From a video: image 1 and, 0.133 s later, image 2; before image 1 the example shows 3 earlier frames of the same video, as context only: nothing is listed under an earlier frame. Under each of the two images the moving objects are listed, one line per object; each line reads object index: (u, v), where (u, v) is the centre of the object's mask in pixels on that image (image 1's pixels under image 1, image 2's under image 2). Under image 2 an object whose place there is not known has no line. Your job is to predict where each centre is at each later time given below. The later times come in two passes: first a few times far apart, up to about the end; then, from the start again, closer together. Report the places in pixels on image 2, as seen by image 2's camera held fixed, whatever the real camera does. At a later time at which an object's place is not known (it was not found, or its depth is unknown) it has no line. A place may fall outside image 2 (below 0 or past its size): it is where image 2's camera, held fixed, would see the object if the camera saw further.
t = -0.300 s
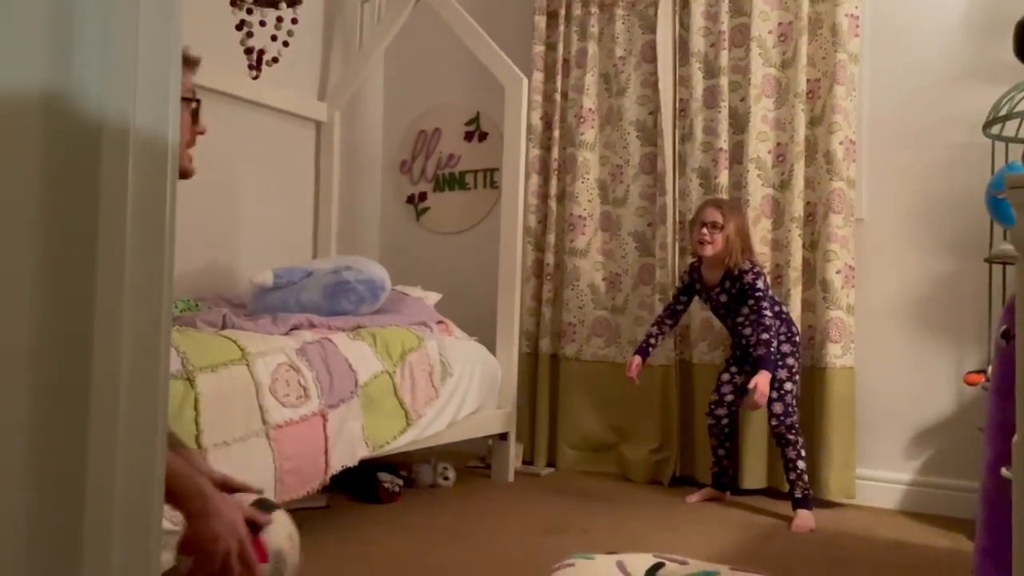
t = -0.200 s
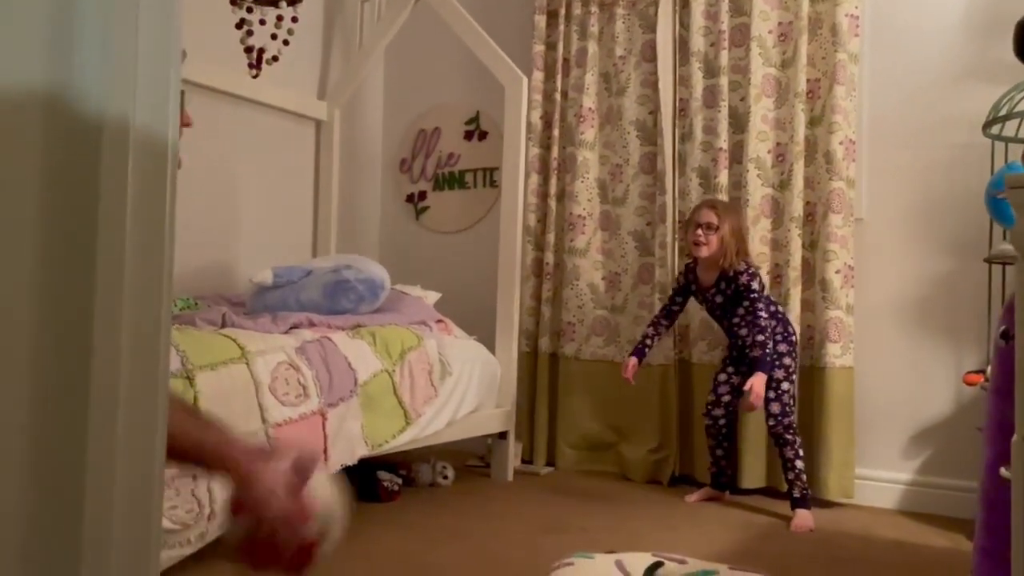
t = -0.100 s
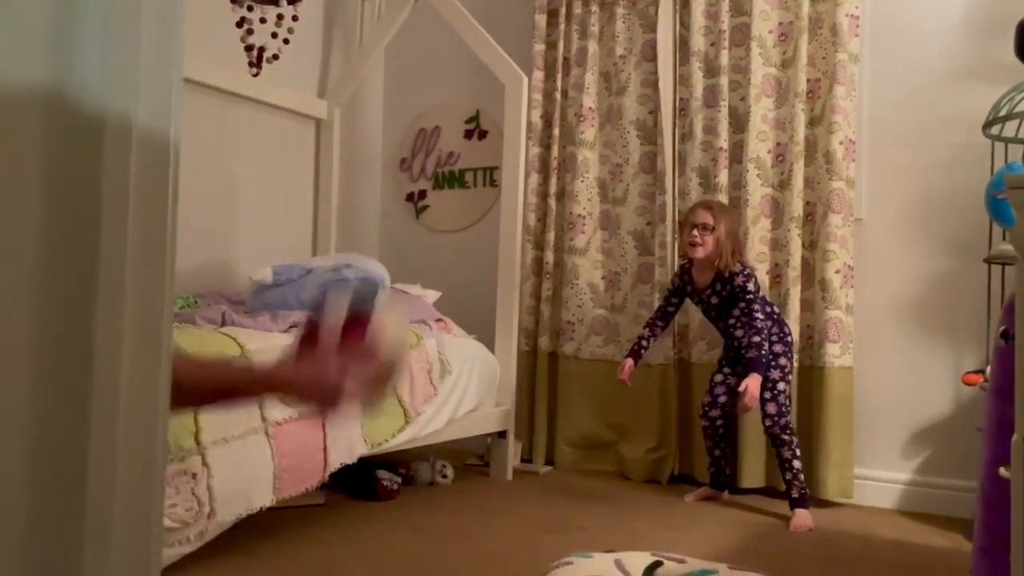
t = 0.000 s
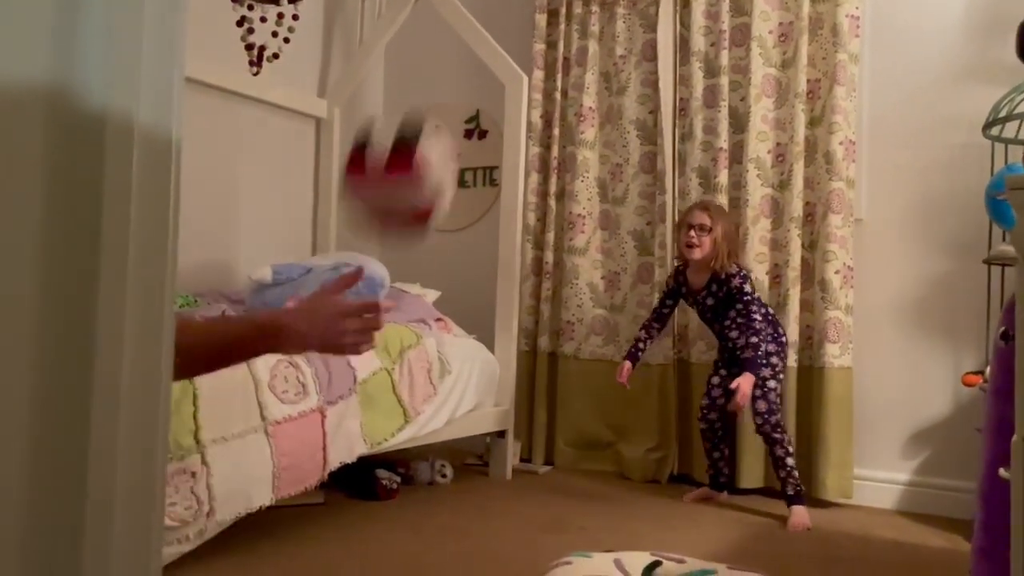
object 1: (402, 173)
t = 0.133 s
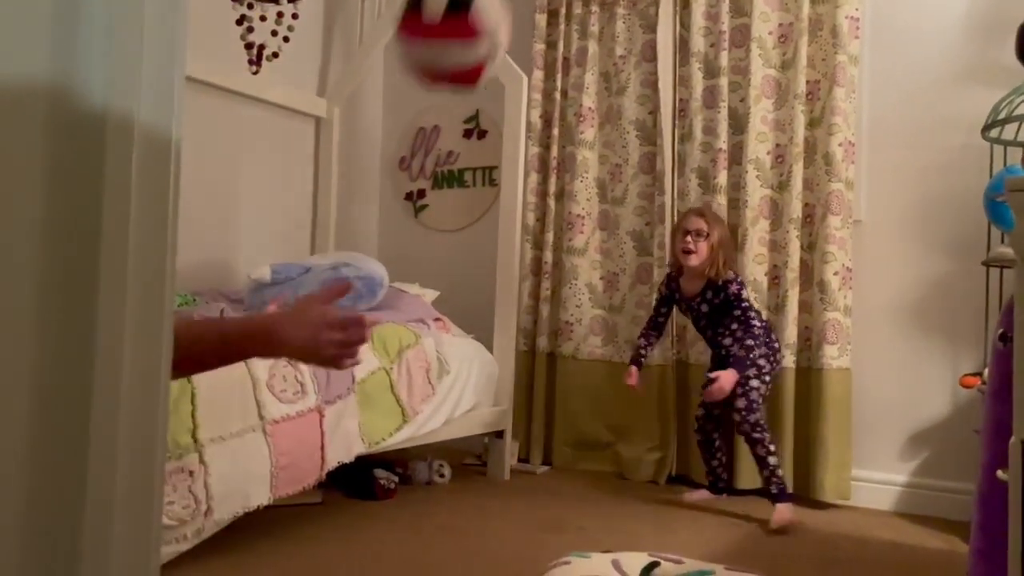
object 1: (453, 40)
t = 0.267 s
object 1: (504, 15)
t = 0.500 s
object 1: (579, 100)
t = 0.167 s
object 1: (466, 29)
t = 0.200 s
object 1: (478, 22)
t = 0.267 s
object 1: (504, 15)
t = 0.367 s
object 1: (538, 22)
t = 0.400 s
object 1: (551, 30)
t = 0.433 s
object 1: (562, 42)
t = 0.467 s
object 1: (572, 68)
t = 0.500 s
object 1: (579, 100)
